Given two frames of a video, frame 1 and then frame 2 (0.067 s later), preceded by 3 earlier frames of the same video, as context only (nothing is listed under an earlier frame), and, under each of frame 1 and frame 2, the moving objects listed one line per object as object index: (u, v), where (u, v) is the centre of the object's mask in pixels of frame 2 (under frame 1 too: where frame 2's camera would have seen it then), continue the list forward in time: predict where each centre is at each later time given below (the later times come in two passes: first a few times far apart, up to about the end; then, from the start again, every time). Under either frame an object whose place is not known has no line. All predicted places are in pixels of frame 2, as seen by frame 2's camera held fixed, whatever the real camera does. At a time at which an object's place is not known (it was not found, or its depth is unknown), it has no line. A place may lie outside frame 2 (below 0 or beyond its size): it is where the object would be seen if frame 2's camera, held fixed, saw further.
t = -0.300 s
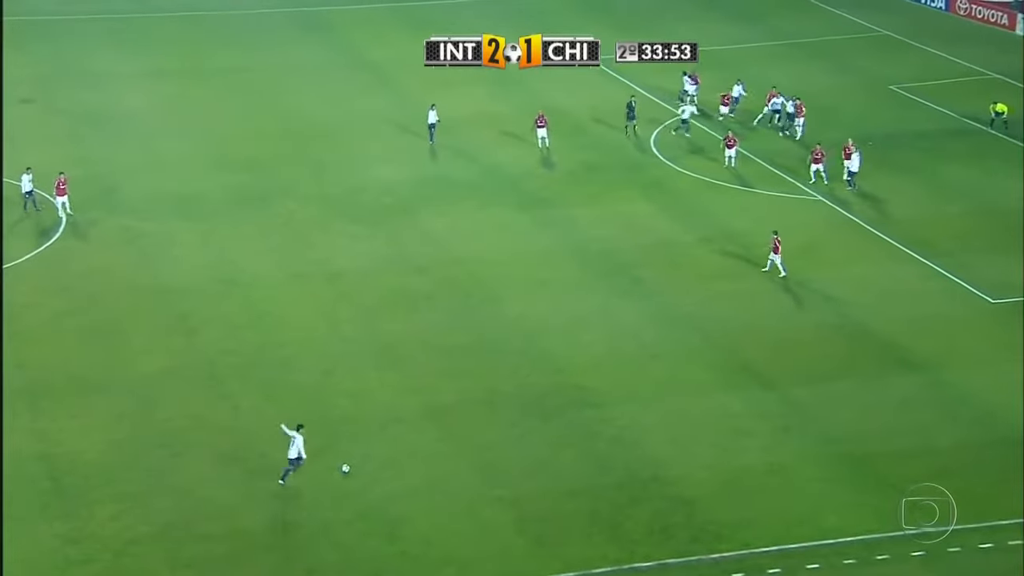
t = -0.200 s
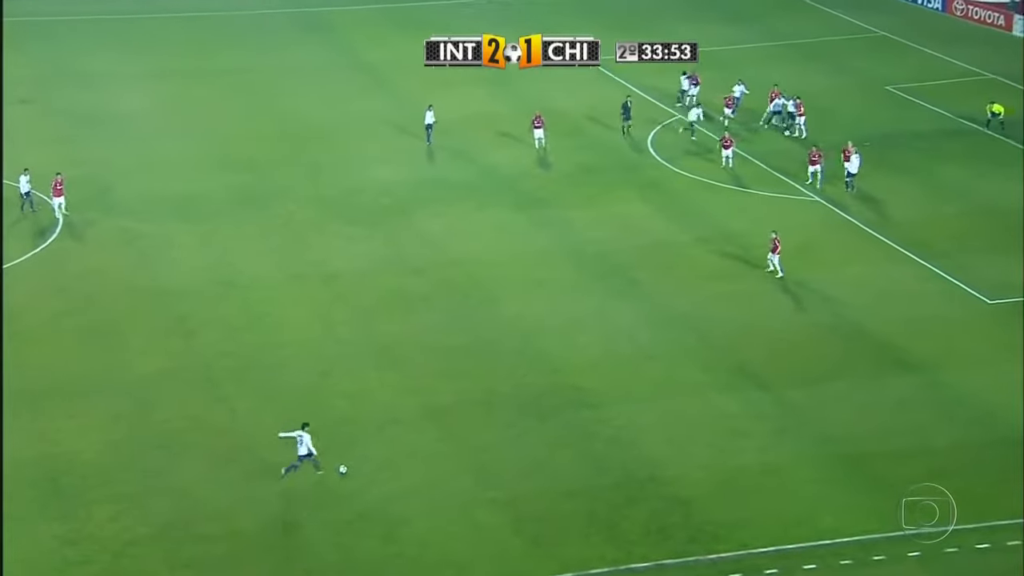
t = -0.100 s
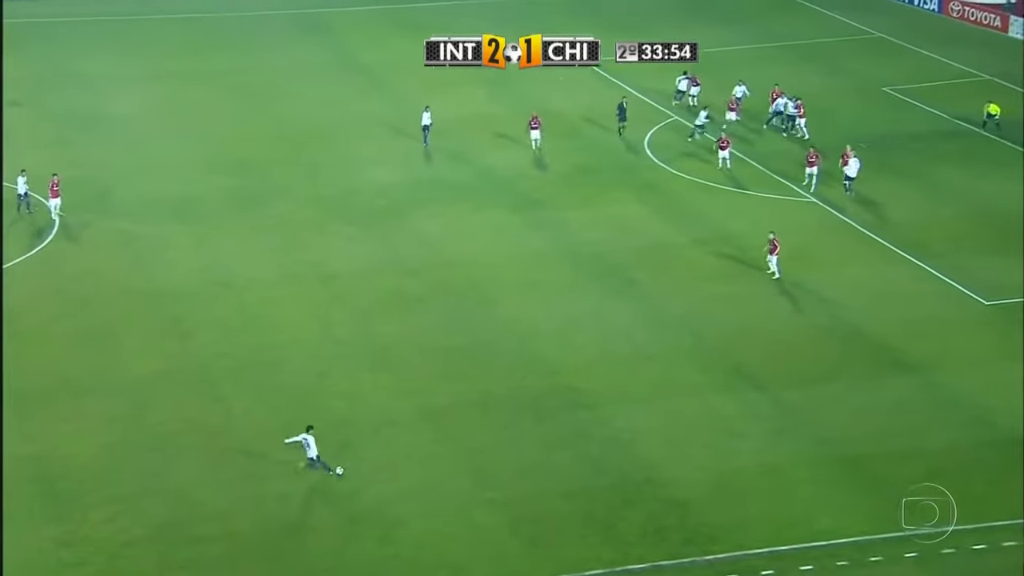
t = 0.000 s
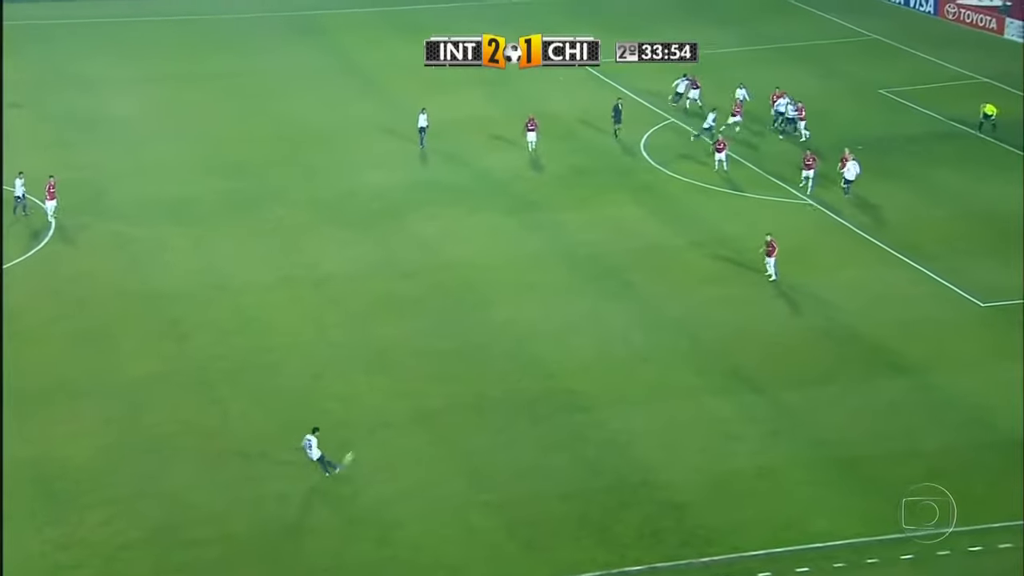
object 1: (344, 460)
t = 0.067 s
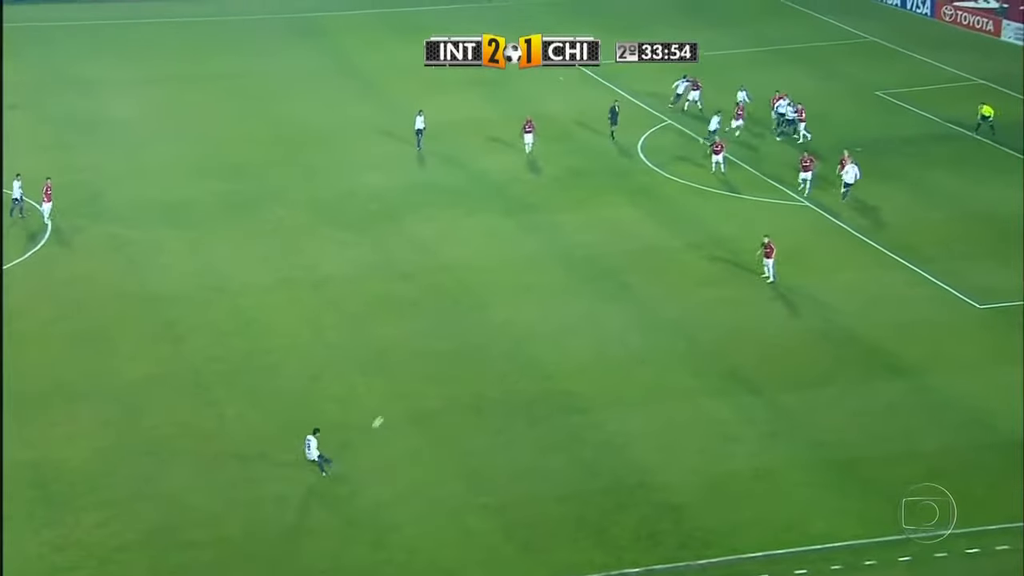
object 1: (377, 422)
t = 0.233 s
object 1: (448, 339)
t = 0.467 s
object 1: (528, 245)
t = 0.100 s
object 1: (392, 404)
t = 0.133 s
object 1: (407, 387)
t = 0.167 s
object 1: (422, 371)
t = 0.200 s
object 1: (435, 354)
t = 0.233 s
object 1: (448, 339)
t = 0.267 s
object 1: (461, 324)
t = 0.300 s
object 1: (473, 310)
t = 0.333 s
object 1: (485, 296)
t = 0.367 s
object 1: (496, 283)
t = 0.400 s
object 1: (506, 270)
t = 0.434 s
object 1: (518, 257)
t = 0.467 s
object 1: (528, 245)
